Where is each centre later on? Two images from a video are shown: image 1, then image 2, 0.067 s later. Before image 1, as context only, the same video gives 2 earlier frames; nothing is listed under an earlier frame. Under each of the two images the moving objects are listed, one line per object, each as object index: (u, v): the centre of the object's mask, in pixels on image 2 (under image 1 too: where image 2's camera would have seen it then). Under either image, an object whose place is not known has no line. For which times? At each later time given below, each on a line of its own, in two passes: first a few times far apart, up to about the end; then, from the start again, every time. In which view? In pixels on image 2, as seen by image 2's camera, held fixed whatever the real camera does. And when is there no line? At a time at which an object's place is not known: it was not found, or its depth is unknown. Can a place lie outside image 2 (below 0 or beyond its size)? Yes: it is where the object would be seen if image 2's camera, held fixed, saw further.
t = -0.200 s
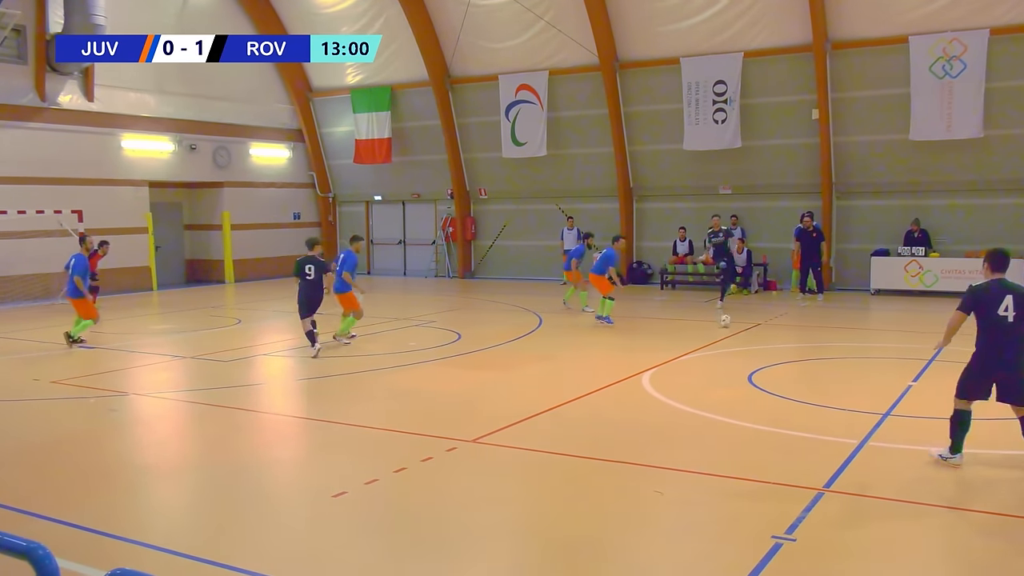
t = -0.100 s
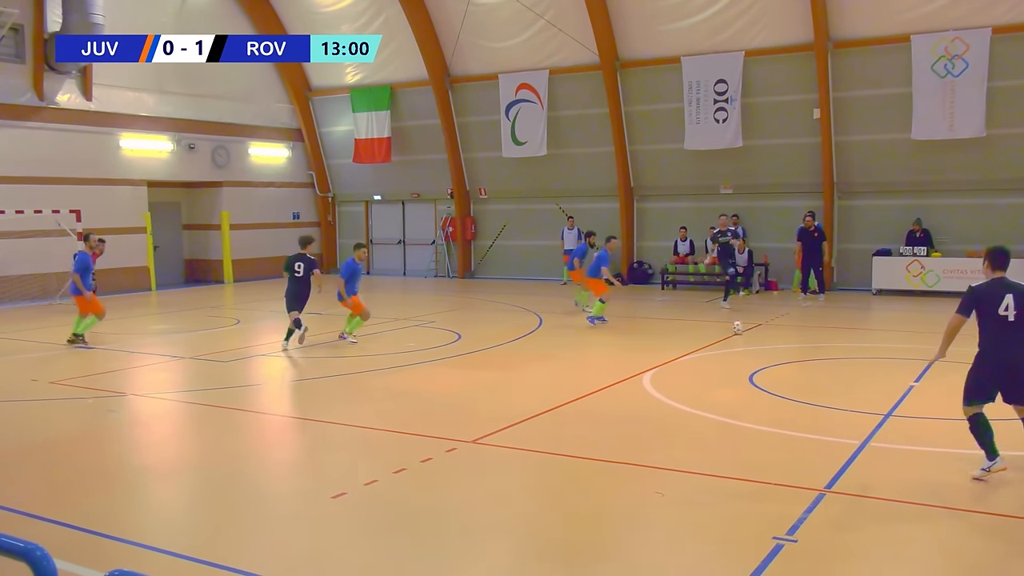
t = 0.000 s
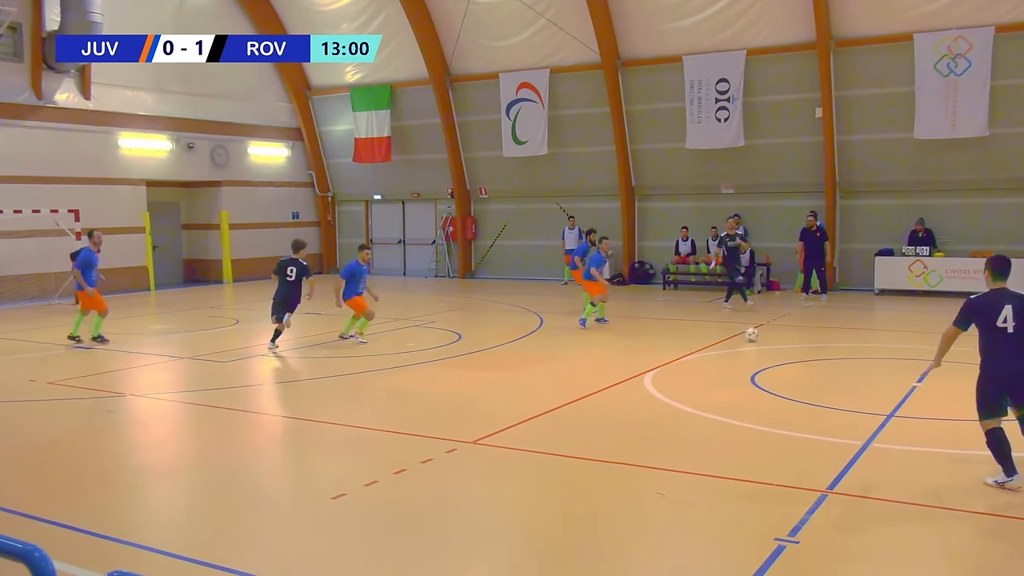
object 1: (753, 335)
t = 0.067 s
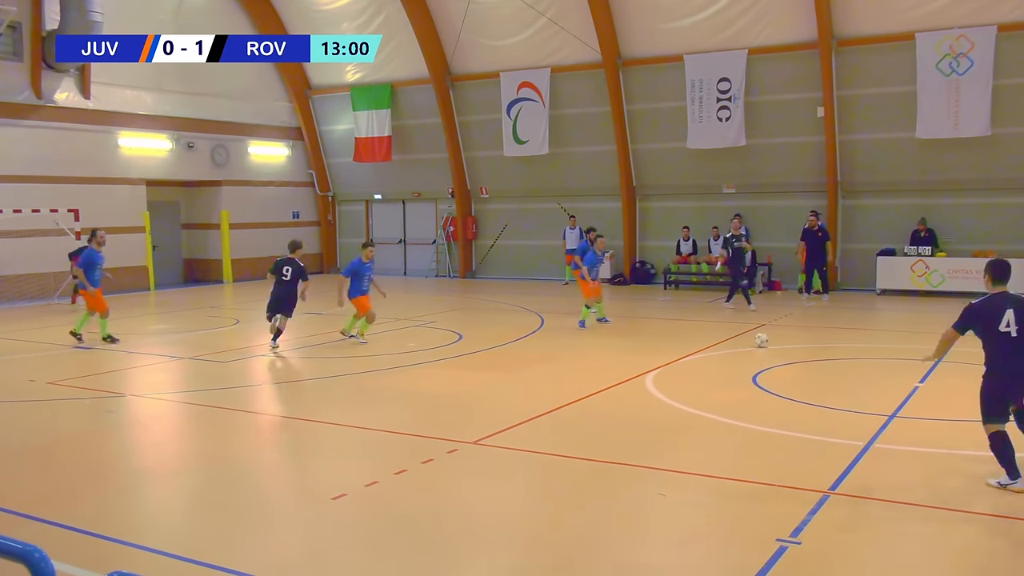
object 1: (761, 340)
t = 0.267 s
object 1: (788, 356)
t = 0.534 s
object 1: (829, 379)
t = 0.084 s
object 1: (764, 341)
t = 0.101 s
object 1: (766, 343)
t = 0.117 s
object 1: (768, 345)
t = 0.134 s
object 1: (771, 345)
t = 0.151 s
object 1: (772, 347)
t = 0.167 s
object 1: (776, 348)
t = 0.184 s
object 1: (777, 349)
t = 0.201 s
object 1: (779, 350)
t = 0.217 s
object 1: (781, 352)
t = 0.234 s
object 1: (784, 353)
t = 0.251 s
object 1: (785, 354)
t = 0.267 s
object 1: (788, 356)
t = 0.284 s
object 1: (790, 356)
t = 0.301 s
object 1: (793, 358)
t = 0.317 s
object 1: (795, 359)
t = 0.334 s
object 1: (797, 361)
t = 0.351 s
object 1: (799, 362)
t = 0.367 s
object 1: (802, 364)
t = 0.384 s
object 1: (805, 365)
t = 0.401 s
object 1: (808, 366)
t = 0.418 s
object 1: (810, 368)
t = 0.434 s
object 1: (812, 369)
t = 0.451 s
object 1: (815, 371)
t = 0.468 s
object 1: (818, 372)
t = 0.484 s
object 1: (820, 374)
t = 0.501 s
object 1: (823, 376)
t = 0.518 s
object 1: (825, 378)
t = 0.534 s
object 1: (829, 379)
